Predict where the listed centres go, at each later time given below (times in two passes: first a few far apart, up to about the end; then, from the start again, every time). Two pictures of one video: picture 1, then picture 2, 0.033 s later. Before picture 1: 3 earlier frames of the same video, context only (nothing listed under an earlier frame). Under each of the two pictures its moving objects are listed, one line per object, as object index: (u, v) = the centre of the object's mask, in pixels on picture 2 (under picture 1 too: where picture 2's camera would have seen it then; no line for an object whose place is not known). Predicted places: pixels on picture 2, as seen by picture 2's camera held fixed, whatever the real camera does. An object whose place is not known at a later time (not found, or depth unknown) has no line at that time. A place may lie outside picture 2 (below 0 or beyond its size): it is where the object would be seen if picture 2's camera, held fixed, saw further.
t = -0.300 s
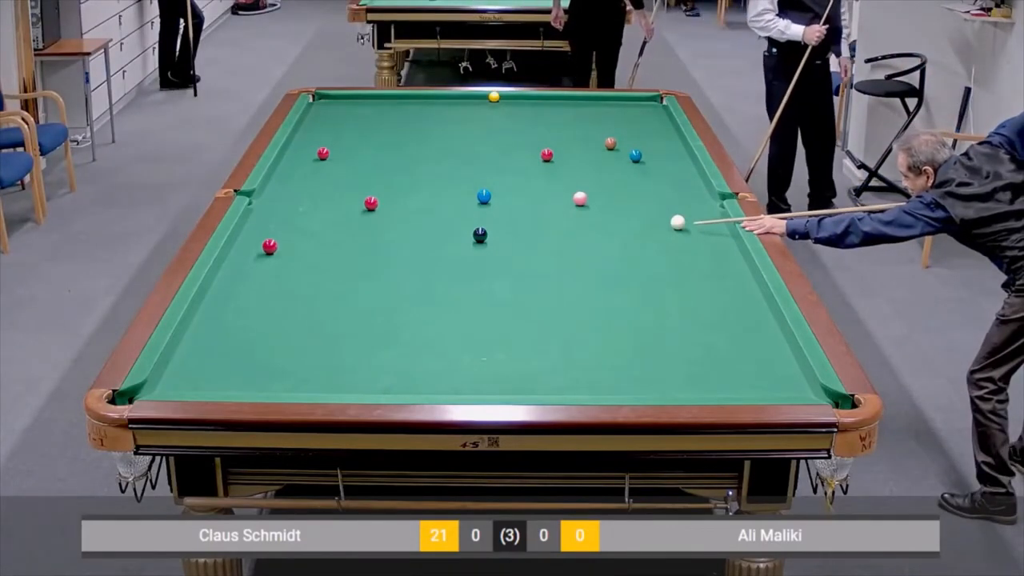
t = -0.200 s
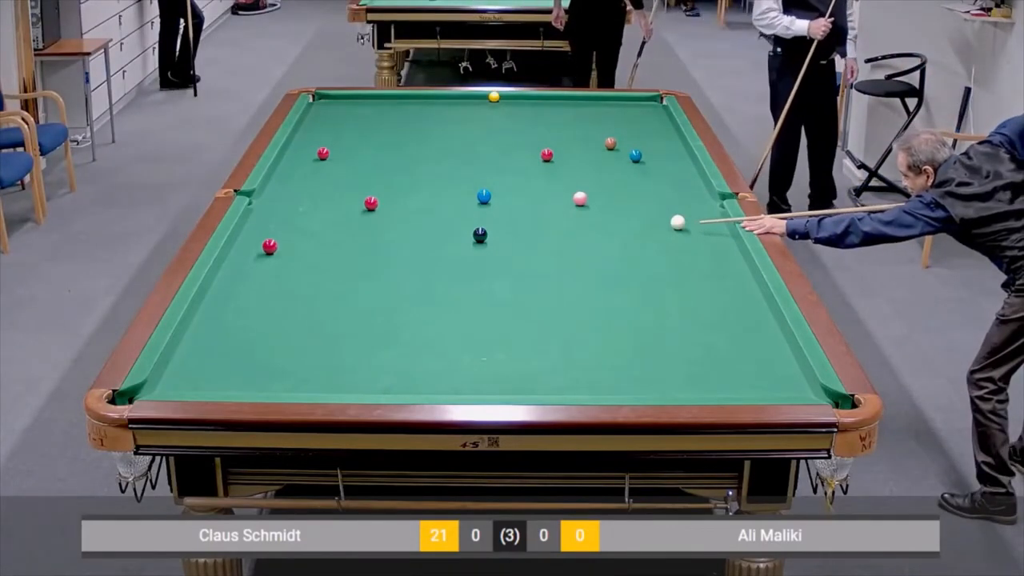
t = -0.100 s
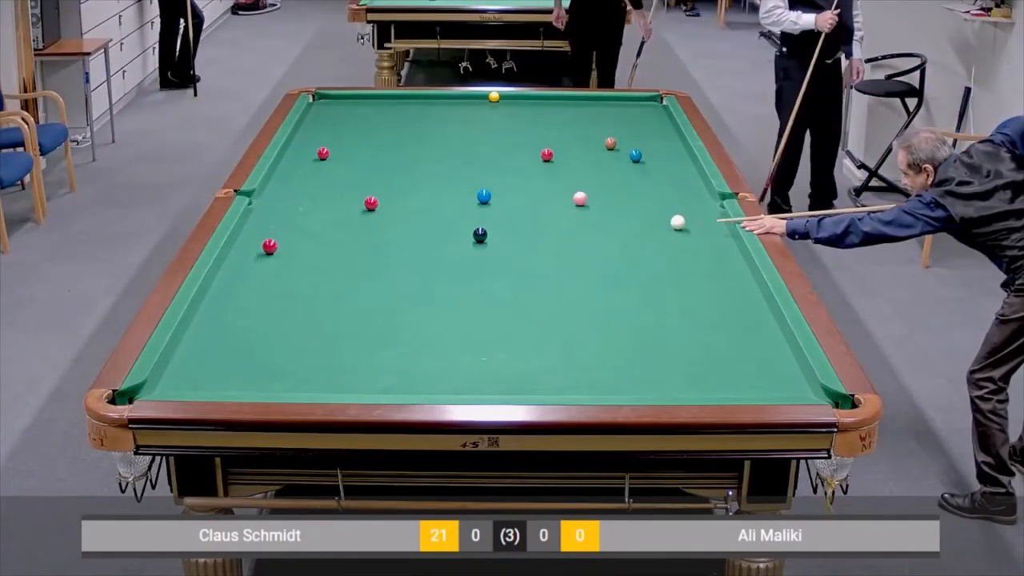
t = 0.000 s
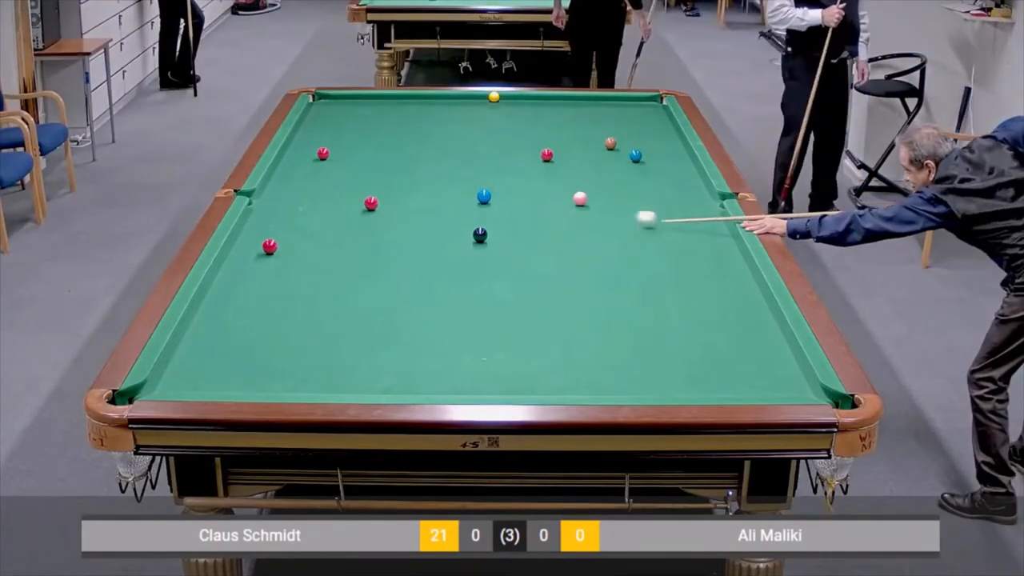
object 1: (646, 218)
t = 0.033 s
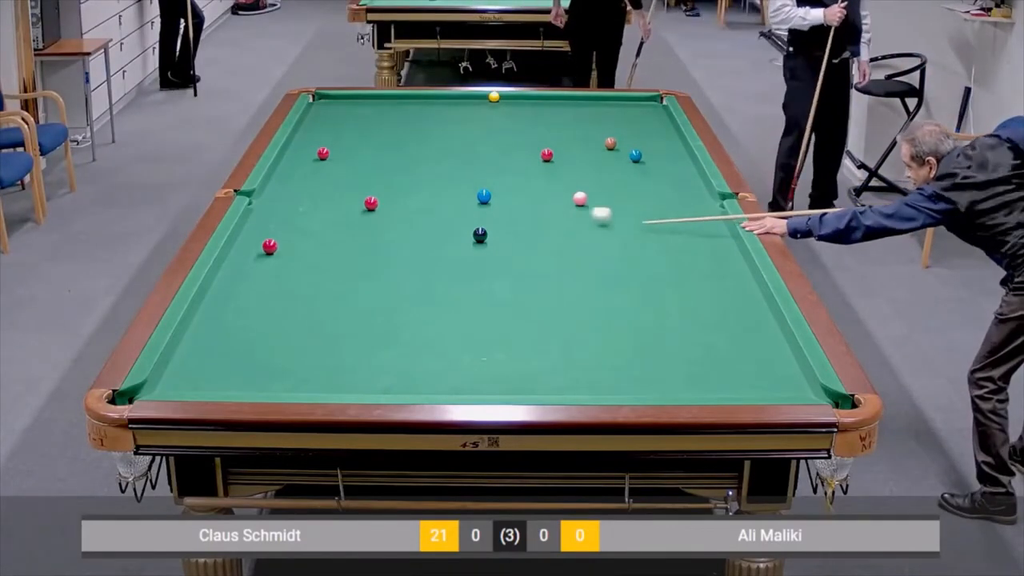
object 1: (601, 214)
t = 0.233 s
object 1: (383, 203)
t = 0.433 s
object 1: (367, 198)
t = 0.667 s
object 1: (347, 192)
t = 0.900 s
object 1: (329, 187)
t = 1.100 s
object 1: (313, 184)
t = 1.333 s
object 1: (297, 180)
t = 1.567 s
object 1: (282, 176)
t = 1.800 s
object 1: (275, 172)
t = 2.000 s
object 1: (284, 168)
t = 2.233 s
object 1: (293, 164)
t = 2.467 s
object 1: (302, 161)
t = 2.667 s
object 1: (308, 158)
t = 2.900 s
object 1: (314, 156)
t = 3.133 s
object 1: (315, 155)
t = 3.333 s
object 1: (315, 154)
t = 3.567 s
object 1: (315, 154)
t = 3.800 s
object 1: (315, 154)
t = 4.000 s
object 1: (315, 154)
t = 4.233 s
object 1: (315, 154)
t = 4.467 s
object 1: (315, 154)
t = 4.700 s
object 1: (315, 155)
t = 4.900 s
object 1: (315, 155)
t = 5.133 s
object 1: (315, 154)
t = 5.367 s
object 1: (315, 155)
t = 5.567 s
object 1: (315, 155)
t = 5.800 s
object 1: (315, 154)
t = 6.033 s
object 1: (315, 154)
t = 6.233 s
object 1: (315, 154)
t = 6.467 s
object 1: (315, 154)
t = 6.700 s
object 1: (315, 155)
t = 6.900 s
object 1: (315, 155)
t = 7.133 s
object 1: (315, 154)
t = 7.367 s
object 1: (315, 155)
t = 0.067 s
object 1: (556, 213)
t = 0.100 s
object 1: (513, 209)
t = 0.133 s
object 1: (470, 207)
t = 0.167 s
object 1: (429, 205)
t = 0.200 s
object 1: (389, 203)
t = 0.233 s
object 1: (383, 203)
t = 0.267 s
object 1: (381, 202)
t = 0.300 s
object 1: (379, 201)
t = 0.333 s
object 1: (376, 200)
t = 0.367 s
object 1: (373, 200)
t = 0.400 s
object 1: (370, 199)
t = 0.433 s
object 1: (367, 198)
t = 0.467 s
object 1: (364, 197)
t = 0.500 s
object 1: (361, 196)
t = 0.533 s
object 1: (358, 196)
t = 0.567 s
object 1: (355, 195)
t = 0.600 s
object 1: (353, 194)
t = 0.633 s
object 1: (350, 193)
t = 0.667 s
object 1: (347, 192)
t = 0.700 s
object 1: (344, 192)
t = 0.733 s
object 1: (342, 191)
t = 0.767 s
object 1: (339, 190)
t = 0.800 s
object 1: (336, 189)
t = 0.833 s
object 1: (334, 189)
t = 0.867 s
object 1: (331, 188)
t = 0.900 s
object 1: (329, 187)
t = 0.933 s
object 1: (326, 187)
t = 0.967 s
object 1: (323, 186)
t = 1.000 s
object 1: (321, 186)
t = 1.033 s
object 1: (318, 185)
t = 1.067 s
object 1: (316, 184)
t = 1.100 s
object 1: (313, 184)
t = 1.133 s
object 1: (311, 183)
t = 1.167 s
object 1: (309, 182)
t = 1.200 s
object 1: (306, 182)
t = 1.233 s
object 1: (304, 181)
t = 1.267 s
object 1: (302, 180)
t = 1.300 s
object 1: (300, 180)
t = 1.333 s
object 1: (297, 180)
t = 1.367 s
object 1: (295, 179)
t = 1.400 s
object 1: (293, 178)
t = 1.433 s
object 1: (291, 178)
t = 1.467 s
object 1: (289, 177)
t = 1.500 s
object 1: (286, 176)
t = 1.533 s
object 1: (284, 176)
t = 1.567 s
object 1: (282, 176)
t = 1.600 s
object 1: (280, 175)
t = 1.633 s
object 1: (278, 174)
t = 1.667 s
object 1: (276, 174)
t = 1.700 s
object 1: (274, 174)
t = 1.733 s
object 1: (272, 173)
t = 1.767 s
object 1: (274, 172)
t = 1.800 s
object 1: (275, 172)
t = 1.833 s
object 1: (277, 171)
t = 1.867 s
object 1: (278, 170)
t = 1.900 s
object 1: (280, 170)
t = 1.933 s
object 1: (281, 169)
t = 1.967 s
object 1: (283, 168)
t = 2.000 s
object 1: (284, 168)
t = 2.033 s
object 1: (285, 167)
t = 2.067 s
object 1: (287, 167)
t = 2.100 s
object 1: (288, 166)
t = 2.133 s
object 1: (289, 166)
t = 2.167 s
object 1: (291, 165)
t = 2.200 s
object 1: (292, 165)
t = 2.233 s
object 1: (293, 164)
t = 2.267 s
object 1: (294, 164)
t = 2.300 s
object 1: (296, 164)
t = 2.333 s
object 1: (297, 163)
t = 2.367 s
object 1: (298, 162)
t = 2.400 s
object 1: (299, 162)
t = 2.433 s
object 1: (300, 161)
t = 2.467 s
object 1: (302, 161)
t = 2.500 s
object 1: (303, 160)
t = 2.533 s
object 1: (304, 160)
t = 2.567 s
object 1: (305, 160)
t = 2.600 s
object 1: (305, 159)
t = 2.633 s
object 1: (307, 159)
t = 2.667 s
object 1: (308, 158)
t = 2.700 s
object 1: (309, 158)
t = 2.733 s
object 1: (310, 157)
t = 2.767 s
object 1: (311, 157)
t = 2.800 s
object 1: (312, 157)
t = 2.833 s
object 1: (313, 156)
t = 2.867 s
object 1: (314, 156)
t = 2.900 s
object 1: (314, 156)
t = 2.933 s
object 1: (314, 156)
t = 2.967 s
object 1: (314, 155)
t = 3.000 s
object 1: (314, 155)
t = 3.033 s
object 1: (314, 155)
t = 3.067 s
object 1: (315, 155)
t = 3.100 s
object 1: (315, 155)
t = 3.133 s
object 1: (315, 155)
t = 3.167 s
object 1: (315, 155)
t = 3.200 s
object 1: (315, 155)
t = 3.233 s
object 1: (315, 155)
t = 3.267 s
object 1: (315, 155)
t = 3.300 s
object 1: (315, 155)
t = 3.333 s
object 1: (315, 154)
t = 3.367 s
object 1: (315, 155)
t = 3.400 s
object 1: (315, 155)
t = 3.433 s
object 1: (315, 155)
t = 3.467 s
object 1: (315, 155)
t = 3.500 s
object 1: (315, 155)
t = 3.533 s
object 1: (315, 154)
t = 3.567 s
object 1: (315, 154)
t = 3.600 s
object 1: (315, 154)
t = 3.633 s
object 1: (315, 154)
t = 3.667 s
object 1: (315, 154)
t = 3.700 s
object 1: (315, 155)
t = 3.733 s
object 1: (315, 155)
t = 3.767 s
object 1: (315, 154)
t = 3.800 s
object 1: (315, 154)
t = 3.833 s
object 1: (315, 154)
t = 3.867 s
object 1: (315, 155)
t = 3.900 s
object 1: (315, 155)
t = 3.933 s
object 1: (315, 154)
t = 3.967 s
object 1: (315, 155)
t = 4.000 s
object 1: (315, 154)
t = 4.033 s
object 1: (315, 154)
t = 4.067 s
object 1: (315, 154)
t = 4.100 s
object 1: (315, 155)
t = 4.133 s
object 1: (315, 154)
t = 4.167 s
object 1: (315, 154)
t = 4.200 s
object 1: (315, 154)
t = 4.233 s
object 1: (315, 154)
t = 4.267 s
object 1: (315, 154)
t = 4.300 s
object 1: (315, 154)
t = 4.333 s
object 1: (315, 154)
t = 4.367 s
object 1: (315, 154)
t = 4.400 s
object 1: (315, 154)
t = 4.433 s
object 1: (315, 154)
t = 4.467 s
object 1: (315, 154)
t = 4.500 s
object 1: (315, 154)
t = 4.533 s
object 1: (315, 154)
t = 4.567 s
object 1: (315, 154)
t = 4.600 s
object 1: (315, 154)
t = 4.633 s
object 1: (315, 155)
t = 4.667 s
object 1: (315, 155)
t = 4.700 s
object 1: (315, 155)
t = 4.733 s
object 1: (315, 155)
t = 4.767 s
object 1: (315, 154)
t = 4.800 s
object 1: (315, 155)
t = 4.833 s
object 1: (315, 154)
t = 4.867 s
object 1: (315, 154)
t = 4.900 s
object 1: (315, 155)
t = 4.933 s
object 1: (315, 155)
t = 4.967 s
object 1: (315, 154)
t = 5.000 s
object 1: (315, 155)
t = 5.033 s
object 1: (315, 154)
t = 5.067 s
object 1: (315, 154)
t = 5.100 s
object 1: (315, 154)
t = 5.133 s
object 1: (315, 154)
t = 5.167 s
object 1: (315, 155)
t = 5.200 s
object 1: (315, 154)
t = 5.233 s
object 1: (315, 154)
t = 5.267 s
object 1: (315, 155)
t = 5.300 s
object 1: (315, 155)
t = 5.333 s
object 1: (315, 154)
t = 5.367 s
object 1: (315, 155)
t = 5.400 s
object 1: (315, 154)
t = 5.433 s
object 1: (315, 155)
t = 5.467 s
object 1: (315, 154)
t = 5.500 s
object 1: (315, 155)
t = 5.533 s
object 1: (315, 154)
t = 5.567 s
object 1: (315, 155)
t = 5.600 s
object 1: (315, 155)
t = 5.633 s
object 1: (315, 155)
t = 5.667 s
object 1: (315, 155)
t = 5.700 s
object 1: (315, 155)
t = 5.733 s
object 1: (315, 155)
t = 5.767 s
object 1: (315, 155)
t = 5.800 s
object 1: (315, 154)
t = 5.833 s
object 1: (315, 154)
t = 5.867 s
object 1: (315, 154)
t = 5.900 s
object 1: (315, 155)
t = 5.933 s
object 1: (315, 155)
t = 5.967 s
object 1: (315, 155)
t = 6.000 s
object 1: (315, 154)
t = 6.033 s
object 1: (315, 154)
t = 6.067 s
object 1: (315, 154)
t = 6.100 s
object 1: (315, 155)
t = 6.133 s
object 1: (315, 155)
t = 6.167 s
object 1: (315, 155)
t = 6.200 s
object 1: (315, 155)
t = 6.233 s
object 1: (315, 154)
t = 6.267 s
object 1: (315, 154)
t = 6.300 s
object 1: (315, 155)
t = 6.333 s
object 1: (315, 154)
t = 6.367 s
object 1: (315, 155)
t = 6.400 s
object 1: (315, 155)
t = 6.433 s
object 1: (315, 154)
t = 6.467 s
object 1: (315, 154)
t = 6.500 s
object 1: (315, 155)
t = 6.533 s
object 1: (315, 154)
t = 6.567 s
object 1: (315, 155)
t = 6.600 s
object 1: (315, 155)
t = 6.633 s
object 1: (315, 155)
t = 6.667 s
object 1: (315, 154)
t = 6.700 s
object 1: (315, 155)
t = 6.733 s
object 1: (315, 154)
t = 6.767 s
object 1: (315, 155)
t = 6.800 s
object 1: (315, 154)
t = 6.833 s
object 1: (315, 155)
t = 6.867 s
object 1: (315, 154)
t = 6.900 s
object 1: (315, 155)
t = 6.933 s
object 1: (315, 154)
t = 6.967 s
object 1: (315, 155)
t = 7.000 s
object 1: (315, 155)
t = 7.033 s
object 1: (315, 154)
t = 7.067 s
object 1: (315, 154)
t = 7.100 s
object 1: (315, 154)
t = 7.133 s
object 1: (315, 154)
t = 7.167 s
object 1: (315, 155)
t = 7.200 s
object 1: (315, 154)
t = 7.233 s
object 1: (315, 154)
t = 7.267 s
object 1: (315, 154)
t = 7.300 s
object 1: (315, 155)
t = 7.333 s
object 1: (315, 154)
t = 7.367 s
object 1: (315, 155)
